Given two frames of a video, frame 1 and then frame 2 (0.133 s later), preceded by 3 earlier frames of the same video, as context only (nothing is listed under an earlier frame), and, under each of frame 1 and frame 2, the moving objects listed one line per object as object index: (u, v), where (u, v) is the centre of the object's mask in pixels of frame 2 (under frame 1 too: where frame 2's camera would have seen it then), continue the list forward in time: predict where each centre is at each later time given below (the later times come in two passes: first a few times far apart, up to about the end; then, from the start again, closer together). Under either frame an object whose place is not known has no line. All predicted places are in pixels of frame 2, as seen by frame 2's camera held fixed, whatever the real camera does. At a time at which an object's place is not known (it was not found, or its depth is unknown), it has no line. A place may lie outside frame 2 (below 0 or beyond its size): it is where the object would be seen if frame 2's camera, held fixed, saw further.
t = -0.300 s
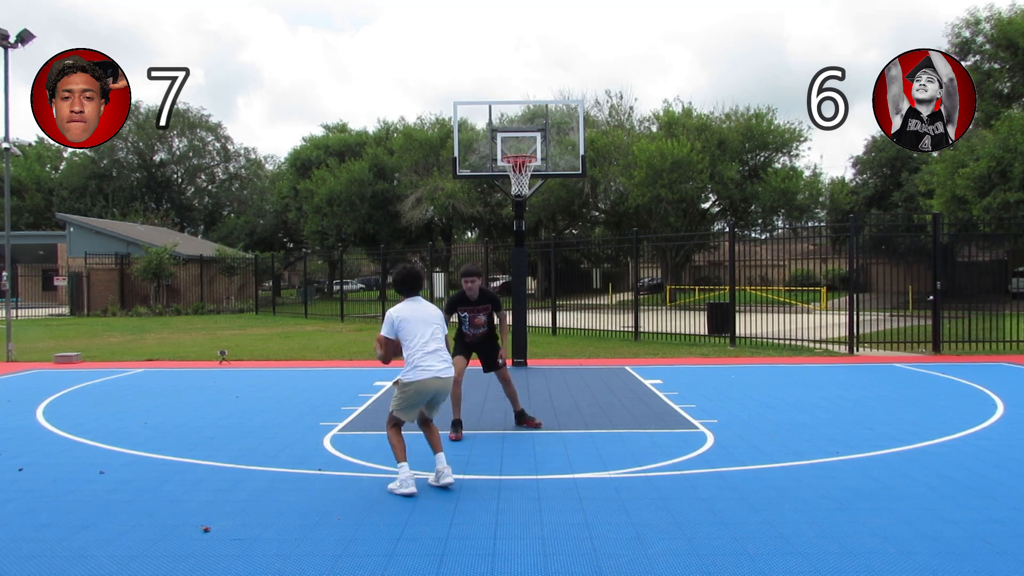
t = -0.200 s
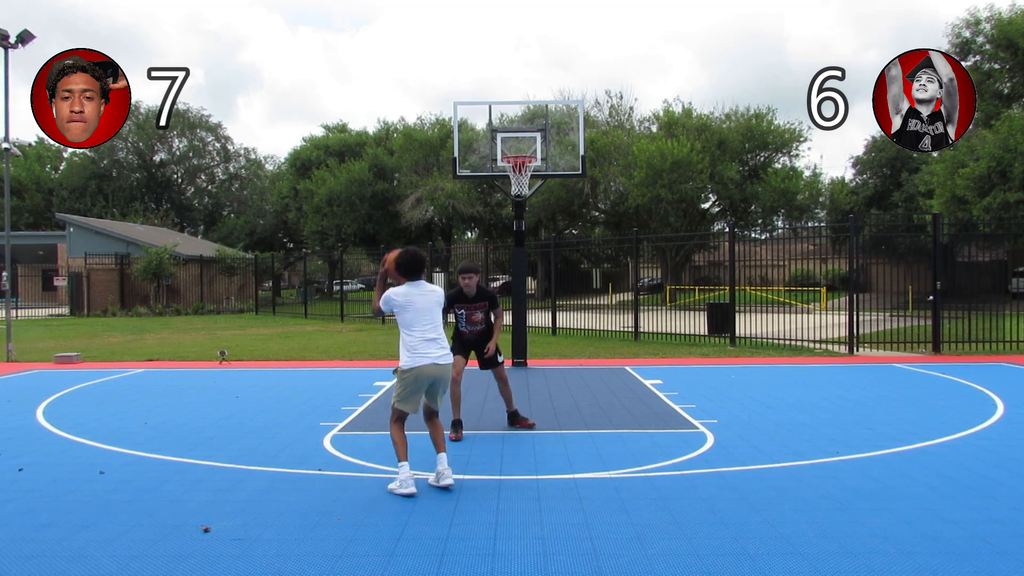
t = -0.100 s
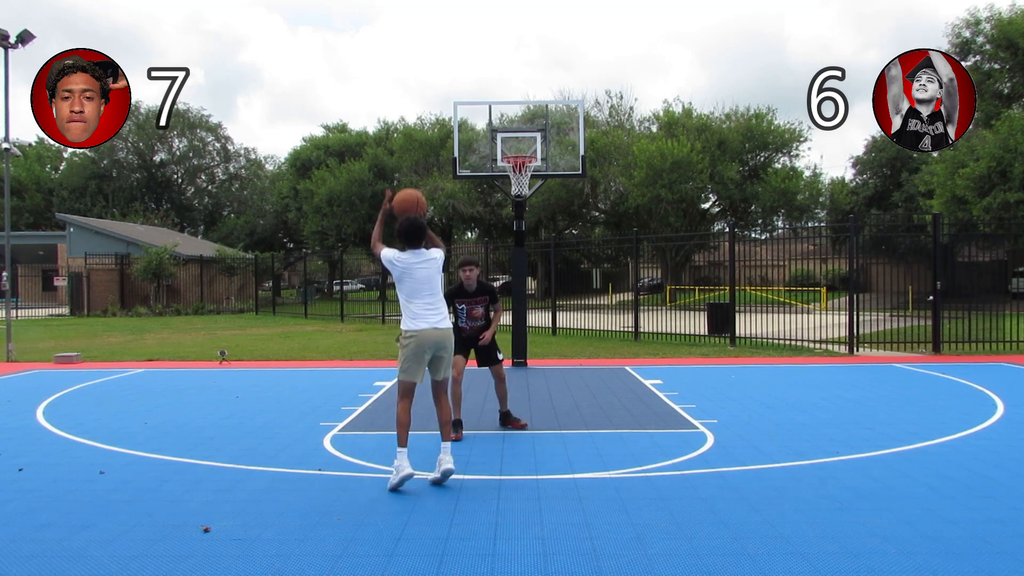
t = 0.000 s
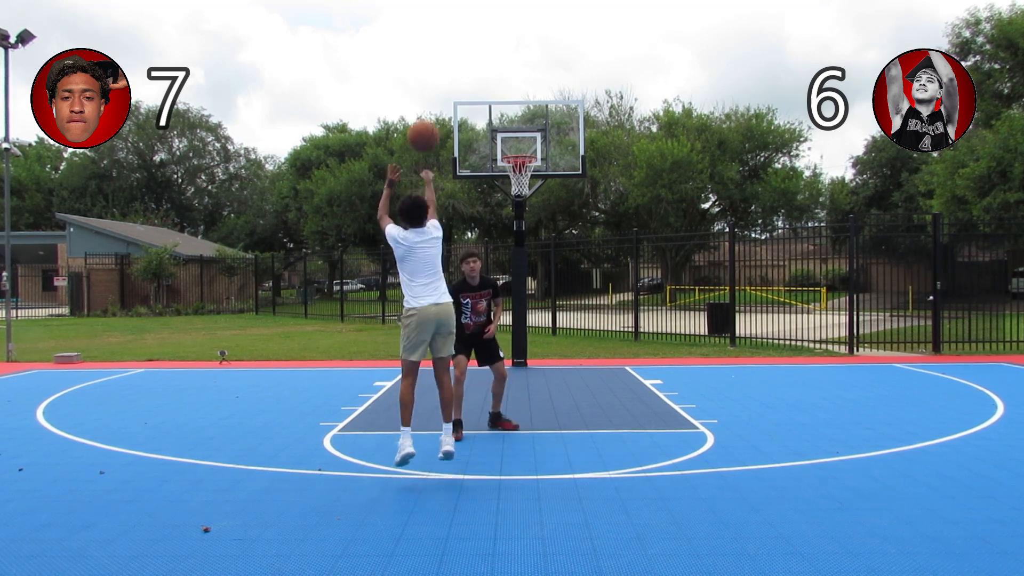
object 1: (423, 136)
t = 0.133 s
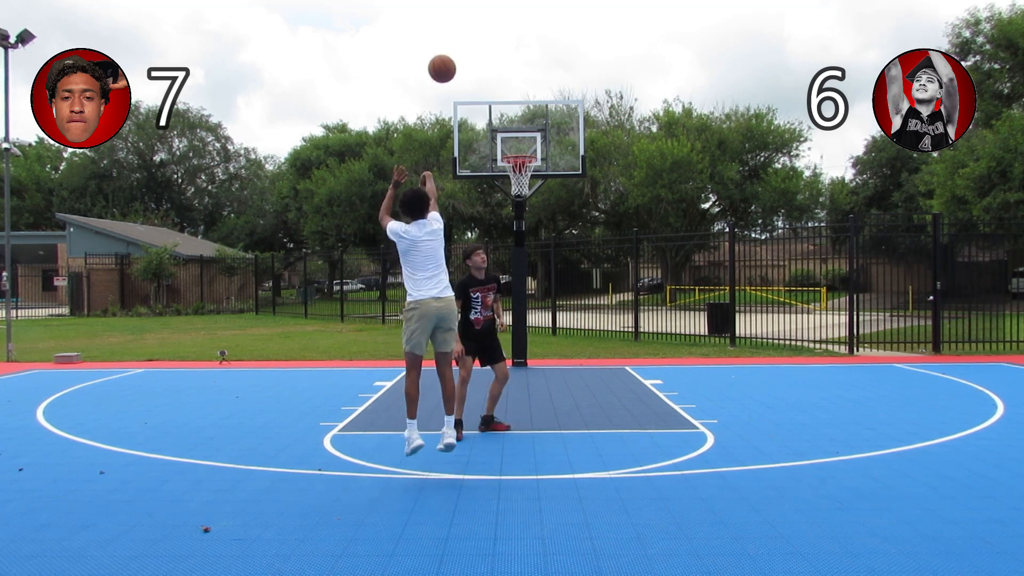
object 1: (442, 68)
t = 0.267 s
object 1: (457, 33)
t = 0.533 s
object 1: (480, 26)
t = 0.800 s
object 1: (496, 78)
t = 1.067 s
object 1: (513, 150)
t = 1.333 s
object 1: (560, 125)
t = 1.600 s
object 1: (606, 140)
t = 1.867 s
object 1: (651, 205)
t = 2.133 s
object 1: (695, 318)
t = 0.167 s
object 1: (446, 57)
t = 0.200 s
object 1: (450, 47)
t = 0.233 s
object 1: (454, 39)
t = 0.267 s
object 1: (457, 33)
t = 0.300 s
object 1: (461, 28)
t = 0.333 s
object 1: (464, 24)
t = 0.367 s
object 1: (467, 21)
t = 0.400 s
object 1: (470, 20)
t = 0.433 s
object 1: (473, 20)
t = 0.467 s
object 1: (475, 21)
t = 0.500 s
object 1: (478, 23)
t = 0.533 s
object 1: (480, 26)
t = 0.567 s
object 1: (482, 30)
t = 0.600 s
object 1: (485, 34)
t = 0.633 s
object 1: (487, 40)
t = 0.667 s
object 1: (489, 46)
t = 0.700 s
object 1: (491, 53)
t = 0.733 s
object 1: (493, 61)
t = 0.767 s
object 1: (495, 69)
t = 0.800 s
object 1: (496, 78)
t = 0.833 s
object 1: (498, 87)
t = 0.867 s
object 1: (500, 97)
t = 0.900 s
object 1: (501, 108)
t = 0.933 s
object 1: (503, 119)
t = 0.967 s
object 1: (505, 130)
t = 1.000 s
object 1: (506, 142)
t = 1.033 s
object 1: (508, 150)
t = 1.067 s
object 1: (513, 150)
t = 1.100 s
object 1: (520, 150)
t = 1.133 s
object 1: (526, 146)
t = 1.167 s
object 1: (531, 141)
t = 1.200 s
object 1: (537, 136)
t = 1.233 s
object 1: (543, 132)
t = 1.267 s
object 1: (549, 129)
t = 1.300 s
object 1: (555, 126)
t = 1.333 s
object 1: (560, 125)
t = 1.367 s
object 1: (566, 124)
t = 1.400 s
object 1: (572, 124)
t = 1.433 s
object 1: (578, 125)
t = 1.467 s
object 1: (583, 126)
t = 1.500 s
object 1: (589, 128)
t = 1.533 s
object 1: (595, 131)
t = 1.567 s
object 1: (601, 135)
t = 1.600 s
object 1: (606, 140)
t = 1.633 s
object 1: (612, 145)
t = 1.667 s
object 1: (618, 151)
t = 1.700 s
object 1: (623, 159)
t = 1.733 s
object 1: (629, 166)
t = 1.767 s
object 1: (634, 174)
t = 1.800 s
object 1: (640, 184)
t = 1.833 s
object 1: (646, 194)
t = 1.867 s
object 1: (651, 205)
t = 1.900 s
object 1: (657, 216)
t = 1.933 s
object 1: (662, 228)
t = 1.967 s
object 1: (668, 241)
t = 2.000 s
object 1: (674, 256)
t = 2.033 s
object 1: (679, 270)
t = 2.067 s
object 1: (684, 284)
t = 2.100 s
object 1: (689, 301)
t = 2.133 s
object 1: (695, 318)
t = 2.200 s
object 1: (705, 354)
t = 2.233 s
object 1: (710, 367)
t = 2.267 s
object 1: (714, 352)
